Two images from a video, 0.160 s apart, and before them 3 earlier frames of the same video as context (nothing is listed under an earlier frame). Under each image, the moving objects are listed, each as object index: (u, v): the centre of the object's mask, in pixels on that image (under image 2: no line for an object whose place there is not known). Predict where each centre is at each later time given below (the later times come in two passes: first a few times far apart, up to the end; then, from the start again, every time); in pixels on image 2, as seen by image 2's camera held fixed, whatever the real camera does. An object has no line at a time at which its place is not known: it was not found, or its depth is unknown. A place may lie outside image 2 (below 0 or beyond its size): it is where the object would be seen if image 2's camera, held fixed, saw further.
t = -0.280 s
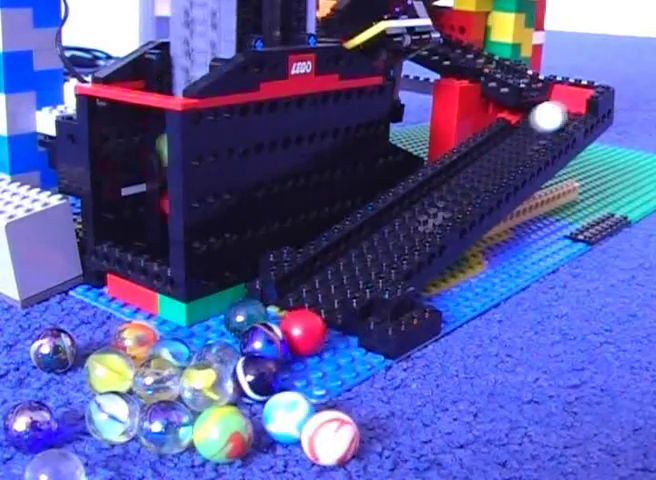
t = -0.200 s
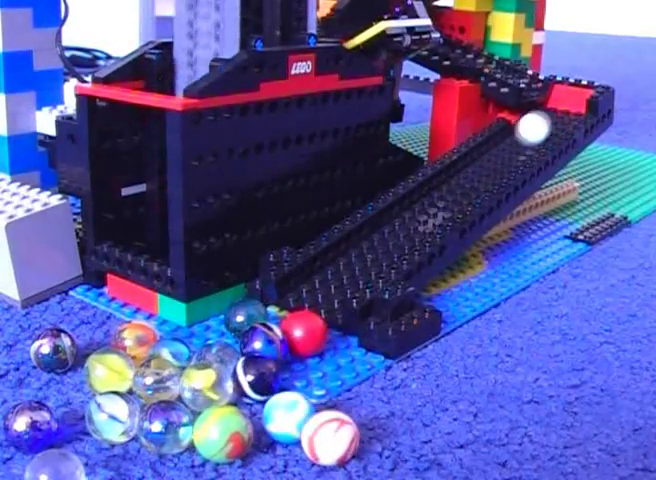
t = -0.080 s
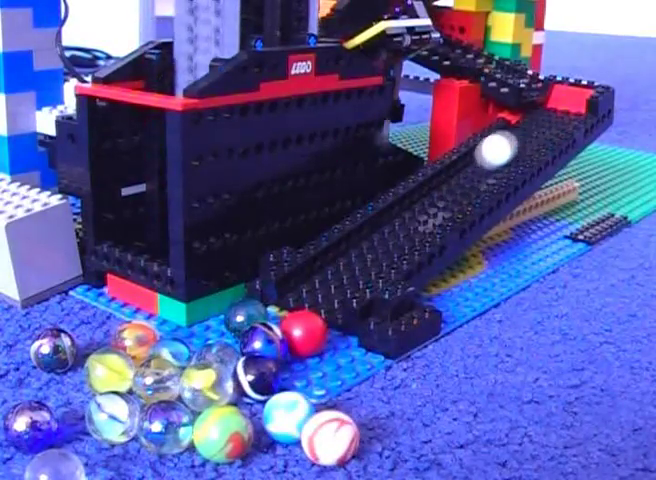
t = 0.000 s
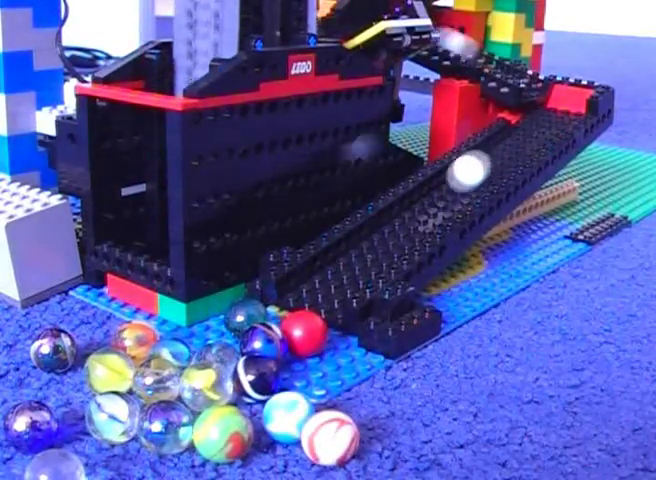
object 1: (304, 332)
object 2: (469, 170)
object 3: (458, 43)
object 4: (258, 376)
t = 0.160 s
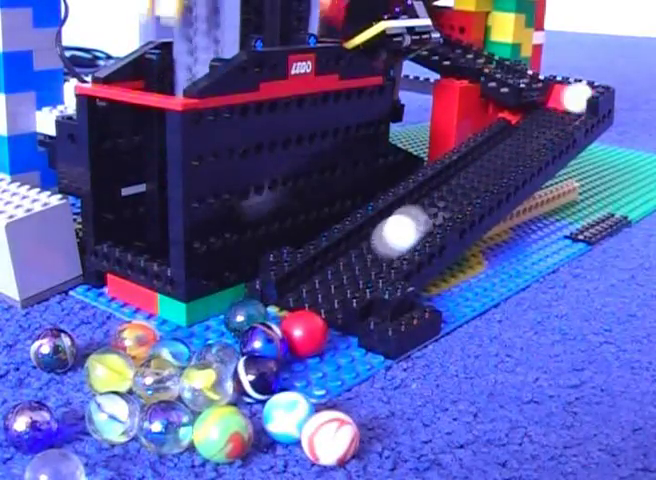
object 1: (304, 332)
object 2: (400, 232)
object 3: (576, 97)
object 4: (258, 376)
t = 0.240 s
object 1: (304, 332)
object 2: (344, 277)
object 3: (557, 110)
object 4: (258, 376)
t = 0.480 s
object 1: (389, 351)
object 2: (291, 312)
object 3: (483, 160)
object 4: (257, 394)
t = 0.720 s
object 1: (506, 381)
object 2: (292, 312)
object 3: (340, 259)
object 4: (257, 394)
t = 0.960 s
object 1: (546, 385)
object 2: (243, 333)
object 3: (284, 322)
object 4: (258, 394)
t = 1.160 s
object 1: (544, 385)
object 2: (246, 329)
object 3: (296, 337)
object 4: (257, 394)
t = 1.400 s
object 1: (544, 385)
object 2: (247, 330)
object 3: (330, 350)
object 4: (257, 394)
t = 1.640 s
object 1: (544, 385)
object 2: (246, 331)
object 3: (332, 350)
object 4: (257, 394)
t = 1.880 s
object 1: (544, 385)
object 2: (246, 331)
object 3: (334, 352)
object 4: (257, 394)
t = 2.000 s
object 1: (544, 385)
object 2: (246, 331)
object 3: (334, 352)
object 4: (257, 394)
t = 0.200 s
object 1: (304, 332)
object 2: (375, 255)
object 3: (567, 104)
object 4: (258, 376)
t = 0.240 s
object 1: (304, 332)
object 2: (344, 277)
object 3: (557, 110)
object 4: (258, 376)
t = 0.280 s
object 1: (307, 332)
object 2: (307, 301)
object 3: (548, 117)
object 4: (257, 377)
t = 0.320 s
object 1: (327, 335)
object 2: (290, 311)
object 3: (539, 124)
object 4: (255, 382)
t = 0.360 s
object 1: (344, 335)
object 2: (290, 311)
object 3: (526, 130)
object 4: (254, 385)
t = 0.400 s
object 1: (360, 338)
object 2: (291, 312)
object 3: (512, 138)
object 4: (253, 390)
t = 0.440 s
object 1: (376, 341)
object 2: (293, 312)
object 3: (498, 148)
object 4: (255, 394)
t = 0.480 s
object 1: (389, 351)
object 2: (291, 312)
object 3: (483, 160)
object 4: (257, 394)
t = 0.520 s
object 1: (412, 362)
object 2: (292, 312)
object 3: (467, 172)
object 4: (258, 394)
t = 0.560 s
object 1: (436, 368)
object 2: (292, 312)
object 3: (449, 186)
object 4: (258, 395)
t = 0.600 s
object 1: (459, 373)
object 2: (292, 312)
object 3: (428, 202)
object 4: (257, 394)
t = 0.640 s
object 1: (476, 376)
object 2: (292, 312)
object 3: (401, 219)
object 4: (257, 394)
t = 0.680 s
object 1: (491, 380)
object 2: (292, 312)
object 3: (372, 238)
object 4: (257, 394)
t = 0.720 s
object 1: (506, 381)
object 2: (292, 312)
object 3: (340, 259)
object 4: (257, 394)
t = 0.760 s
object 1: (516, 381)
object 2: (287, 309)
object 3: (320, 278)
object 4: (257, 394)
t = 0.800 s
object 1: (524, 382)
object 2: (270, 320)
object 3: (308, 288)
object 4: (257, 394)
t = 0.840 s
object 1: (531, 383)
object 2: (254, 326)
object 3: (296, 303)
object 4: (258, 394)
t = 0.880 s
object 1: (539, 384)
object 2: (245, 330)
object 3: (285, 316)
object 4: (258, 394)
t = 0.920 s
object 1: (545, 385)
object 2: (244, 333)
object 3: (282, 320)
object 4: (258, 394)
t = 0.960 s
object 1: (546, 385)
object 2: (243, 333)
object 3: (284, 322)
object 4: (258, 394)
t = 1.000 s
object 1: (545, 385)
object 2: (242, 333)
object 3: (288, 326)
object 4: (258, 394)
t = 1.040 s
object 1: (544, 385)
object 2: (242, 333)
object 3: (290, 328)
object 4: (258, 394)
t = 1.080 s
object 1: (544, 385)
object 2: (242, 331)
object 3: (290, 330)
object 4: (257, 394)
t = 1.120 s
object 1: (544, 385)
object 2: (241, 330)
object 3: (290, 334)
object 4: (257, 394)
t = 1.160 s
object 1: (544, 385)
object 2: (246, 329)
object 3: (296, 337)
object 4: (257, 394)
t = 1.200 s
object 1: (544, 385)
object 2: (250, 329)
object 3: (301, 339)
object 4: (257, 394)
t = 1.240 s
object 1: (544, 385)
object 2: (246, 330)
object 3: (309, 340)
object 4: (257, 394)
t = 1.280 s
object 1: (544, 385)
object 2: (244, 331)
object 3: (317, 343)
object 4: (257, 394)
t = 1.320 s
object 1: (544, 385)
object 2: (244, 331)
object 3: (320, 346)
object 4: (257, 394)
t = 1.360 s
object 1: (544, 385)
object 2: (246, 330)
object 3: (323, 348)
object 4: (257, 394)
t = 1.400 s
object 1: (544, 385)
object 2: (247, 330)
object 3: (330, 350)
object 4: (257, 394)
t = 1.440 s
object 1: (544, 385)
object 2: (245, 331)
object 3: (338, 351)
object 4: (257, 394)
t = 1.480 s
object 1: (544, 385)
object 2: (246, 331)
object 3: (340, 352)
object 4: (257, 394)
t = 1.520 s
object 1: (544, 385)
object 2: (246, 331)
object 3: (338, 353)
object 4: (257, 394)
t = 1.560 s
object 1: (544, 385)
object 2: (246, 331)
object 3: (338, 352)
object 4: (257, 394)
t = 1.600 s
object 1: (544, 385)
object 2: (246, 331)
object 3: (333, 351)
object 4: (257, 394)
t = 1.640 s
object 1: (544, 385)
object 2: (246, 331)
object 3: (332, 350)
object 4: (257, 394)
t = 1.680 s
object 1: (544, 385)
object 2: (246, 331)
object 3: (335, 352)
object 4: (257, 394)
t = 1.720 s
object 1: (544, 385)
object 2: (246, 331)
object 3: (336, 352)
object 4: (257, 394)
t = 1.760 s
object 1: (543, 385)
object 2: (246, 331)
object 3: (334, 351)
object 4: (257, 394)
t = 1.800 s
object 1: (543, 385)
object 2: (246, 331)
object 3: (334, 352)
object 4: (257, 394)
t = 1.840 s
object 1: (544, 385)
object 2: (246, 331)
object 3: (334, 352)
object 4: (257, 394)
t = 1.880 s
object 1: (544, 385)
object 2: (246, 331)
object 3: (334, 352)
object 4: (257, 394)
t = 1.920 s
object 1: (544, 385)
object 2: (246, 331)
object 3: (334, 352)
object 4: (257, 394)
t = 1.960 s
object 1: (544, 385)
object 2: (246, 331)
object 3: (334, 352)
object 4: (257, 394)
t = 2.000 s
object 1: (544, 385)
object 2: (246, 331)
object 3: (334, 352)
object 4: (257, 394)
